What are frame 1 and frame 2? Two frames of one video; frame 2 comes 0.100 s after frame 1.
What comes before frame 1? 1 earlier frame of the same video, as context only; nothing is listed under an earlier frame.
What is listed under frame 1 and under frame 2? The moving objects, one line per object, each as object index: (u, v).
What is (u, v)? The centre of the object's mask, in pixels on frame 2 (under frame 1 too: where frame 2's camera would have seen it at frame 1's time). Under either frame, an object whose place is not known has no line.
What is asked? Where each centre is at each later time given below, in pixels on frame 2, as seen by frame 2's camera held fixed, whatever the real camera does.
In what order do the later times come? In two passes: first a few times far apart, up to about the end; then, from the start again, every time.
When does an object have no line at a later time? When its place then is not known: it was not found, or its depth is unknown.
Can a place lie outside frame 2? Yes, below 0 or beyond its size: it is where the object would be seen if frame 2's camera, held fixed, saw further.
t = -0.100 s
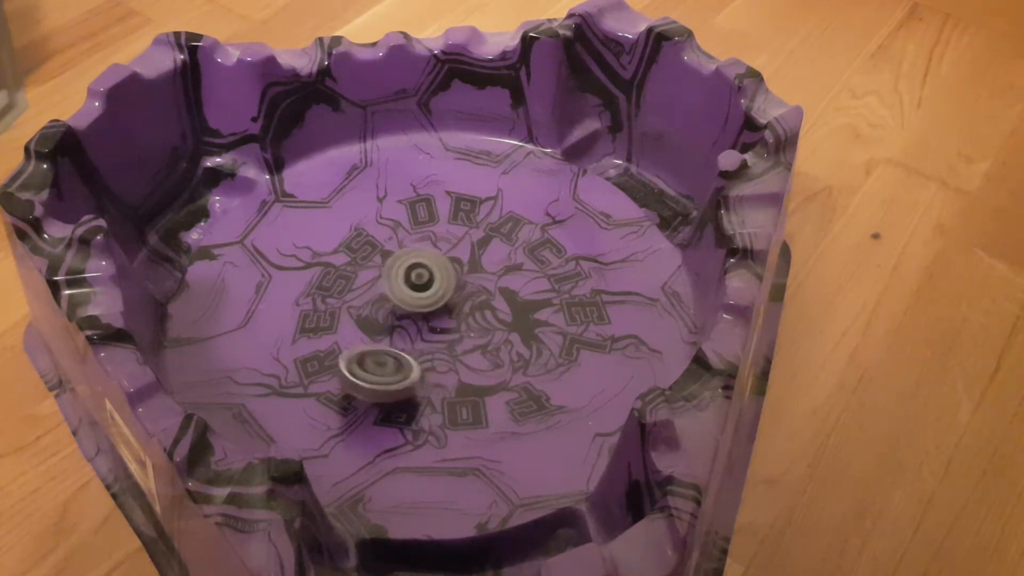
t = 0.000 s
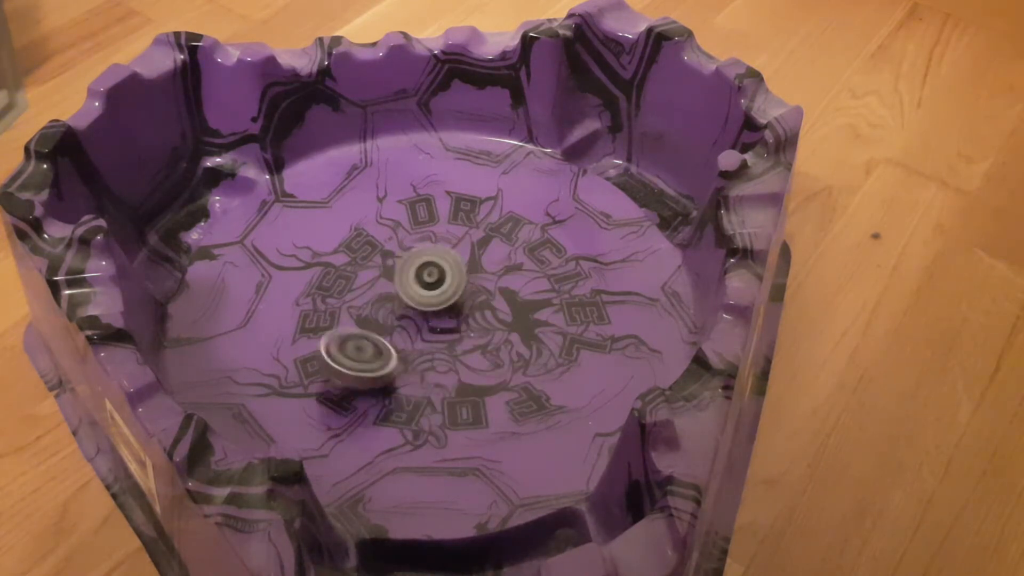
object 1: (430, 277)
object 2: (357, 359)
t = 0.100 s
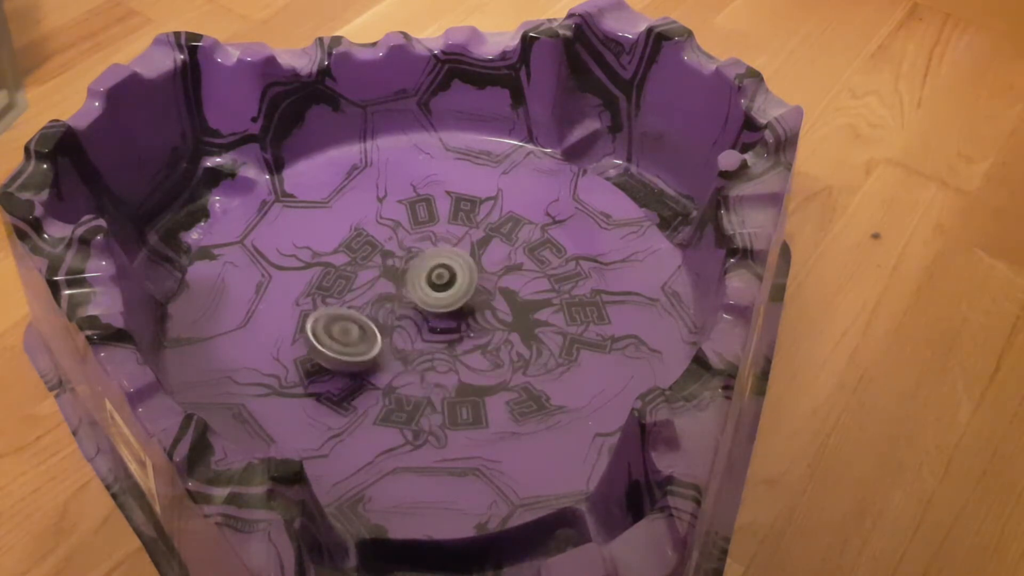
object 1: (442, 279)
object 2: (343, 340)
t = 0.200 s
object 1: (450, 285)
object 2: (336, 320)
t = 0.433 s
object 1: (452, 305)
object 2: (355, 270)
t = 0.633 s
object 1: (436, 318)
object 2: (394, 240)
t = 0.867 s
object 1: (410, 313)
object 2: (452, 230)
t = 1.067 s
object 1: (406, 296)
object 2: (499, 243)
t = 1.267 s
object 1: (420, 281)
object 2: (526, 271)
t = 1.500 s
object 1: (444, 282)
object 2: (517, 315)
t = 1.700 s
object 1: (453, 298)
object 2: (479, 349)
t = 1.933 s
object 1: (444, 310)
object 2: (415, 359)
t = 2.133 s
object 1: (425, 308)
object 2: (363, 340)
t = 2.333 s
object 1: (416, 296)
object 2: (343, 304)
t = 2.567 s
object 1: (425, 281)
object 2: (360, 259)
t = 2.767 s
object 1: (441, 280)
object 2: (397, 234)
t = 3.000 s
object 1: (449, 292)
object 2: (456, 230)
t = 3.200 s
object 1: (442, 305)
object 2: (500, 249)
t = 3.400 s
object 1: (425, 309)
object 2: (520, 285)
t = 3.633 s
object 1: (414, 297)
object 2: (501, 333)
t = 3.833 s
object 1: (419, 285)
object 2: (457, 360)
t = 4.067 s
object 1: (435, 282)
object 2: (391, 359)
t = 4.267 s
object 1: (443, 291)
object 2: (353, 332)
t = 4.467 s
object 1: (440, 303)
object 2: (347, 295)
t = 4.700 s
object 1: (423, 308)
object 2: (378, 253)
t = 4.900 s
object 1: (414, 299)
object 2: (422, 236)
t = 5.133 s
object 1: (420, 287)
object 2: (479, 245)
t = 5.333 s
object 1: (432, 285)
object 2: (510, 272)
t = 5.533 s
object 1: (439, 293)
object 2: (510, 312)
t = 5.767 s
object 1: (433, 307)
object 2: (473, 353)
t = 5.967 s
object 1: (423, 309)
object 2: (420, 362)
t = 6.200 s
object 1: (416, 300)
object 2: (364, 340)
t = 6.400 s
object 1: (422, 291)
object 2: (348, 304)
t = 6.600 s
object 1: (434, 291)
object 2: (368, 266)
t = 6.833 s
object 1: (441, 300)
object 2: (416, 241)
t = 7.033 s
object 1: (435, 308)
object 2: (464, 243)
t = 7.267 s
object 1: (424, 307)
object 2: (505, 272)
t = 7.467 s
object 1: (422, 297)
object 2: (508, 310)
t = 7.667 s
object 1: (429, 291)
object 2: (479, 346)
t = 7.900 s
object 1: (439, 294)
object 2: (419, 358)
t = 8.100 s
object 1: (438, 301)
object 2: (373, 340)
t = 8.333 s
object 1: (429, 306)
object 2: (358, 298)
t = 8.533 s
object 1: (424, 302)
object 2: (379, 262)
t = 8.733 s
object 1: (424, 295)
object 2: (421, 240)
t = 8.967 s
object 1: (433, 293)
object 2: (475, 248)
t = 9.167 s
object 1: (438, 298)
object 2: (502, 276)
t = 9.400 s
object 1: (432, 304)
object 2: (496, 321)
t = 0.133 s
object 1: (445, 280)
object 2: (340, 333)
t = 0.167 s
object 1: (448, 282)
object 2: (337, 326)
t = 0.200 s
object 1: (450, 285)
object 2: (336, 320)
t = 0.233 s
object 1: (452, 287)
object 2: (336, 312)
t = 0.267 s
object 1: (453, 290)
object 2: (337, 305)
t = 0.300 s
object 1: (453, 293)
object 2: (339, 298)
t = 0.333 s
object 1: (454, 297)
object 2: (343, 290)
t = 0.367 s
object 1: (454, 300)
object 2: (346, 283)
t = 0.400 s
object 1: (453, 302)
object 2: (350, 276)
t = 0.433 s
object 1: (452, 305)
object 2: (355, 270)
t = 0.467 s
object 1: (451, 309)
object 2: (360, 264)
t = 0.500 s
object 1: (449, 313)
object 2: (367, 258)
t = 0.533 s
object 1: (447, 314)
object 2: (373, 252)
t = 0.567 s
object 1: (443, 316)
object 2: (380, 248)
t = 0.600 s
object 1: (439, 317)
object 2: (386, 245)
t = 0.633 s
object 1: (436, 318)
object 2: (394, 240)
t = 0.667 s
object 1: (430, 319)
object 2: (402, 237)
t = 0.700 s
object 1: (428, 319)
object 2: (410, 235)
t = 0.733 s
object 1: (423, 319)
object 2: (418, 233)
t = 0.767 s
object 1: (420, 318)
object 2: (427, 231)
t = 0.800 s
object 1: (415, 316)
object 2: (435, 230)
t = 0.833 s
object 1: (412, 314)
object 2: (444, 230)
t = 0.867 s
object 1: (410, 313)
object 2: (452, 230)
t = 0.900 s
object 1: (408, 310)
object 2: (461, 231)
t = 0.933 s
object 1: (406, 307)
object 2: (469, 232)
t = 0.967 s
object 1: (405, 303)
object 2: (477, 234)
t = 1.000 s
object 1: (405, 301)
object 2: (485, 236)
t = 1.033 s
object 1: (405, 298)
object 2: (493, 240)
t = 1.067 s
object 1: (406, 296)
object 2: (499, 243)
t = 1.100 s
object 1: (408, 292)
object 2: (505, 247)
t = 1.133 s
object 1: (409, 289)
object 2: (511, 251)
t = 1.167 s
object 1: (412, 286)
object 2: (515, 254)
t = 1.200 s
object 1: (414, 284)
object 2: (520, 260)
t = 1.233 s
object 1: (417, 282)
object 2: (523, 265)
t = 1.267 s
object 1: (420, 281)
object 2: (526, 271)
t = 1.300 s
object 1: (423, 280)
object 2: (528, 276)
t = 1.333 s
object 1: (427, 279)
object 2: (528, 282)
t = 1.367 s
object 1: (431, 280)
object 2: (527, 289)
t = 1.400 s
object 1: (435, 280)
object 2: (526, 295)
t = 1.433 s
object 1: (439, 280)
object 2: (524, 301)
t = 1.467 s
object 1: (442, 281)
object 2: (521, 308)
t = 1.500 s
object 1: (444, 282)
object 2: (517, 315)
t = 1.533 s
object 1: (447, 284)
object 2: (513, 322)
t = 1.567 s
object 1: (449, 287)
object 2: (507, 328)
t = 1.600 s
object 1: (451, 289)
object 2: (500, 335)
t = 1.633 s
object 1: (453, 292)
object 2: (494, 340)
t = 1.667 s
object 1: (453, 295)
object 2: (486, 345)
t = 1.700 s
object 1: (453, 298)
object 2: (479, 349)
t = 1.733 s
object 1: (453, 301)
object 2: (472, 354)
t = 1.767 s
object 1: (453, 302)
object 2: (463, 357)
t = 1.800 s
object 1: (452, 303)
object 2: (454, 359)
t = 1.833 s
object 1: (451, 306)
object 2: (445, 361)
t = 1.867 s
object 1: (448, 308)
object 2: (435, 361)
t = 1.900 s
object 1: (446, 309)
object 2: (424, 361)
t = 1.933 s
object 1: (444, 310)
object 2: (415, 359)
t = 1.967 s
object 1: (441, 311)
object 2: (405, 358)
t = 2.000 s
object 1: (436, 312)
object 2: (394, 356)
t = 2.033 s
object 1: (433, 312)
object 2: (385, 353)
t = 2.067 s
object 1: (430, 311)
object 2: (378, 349)
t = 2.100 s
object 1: (428, 311)
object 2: (371, 345)
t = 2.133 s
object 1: (425, 308)
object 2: (363, 340)
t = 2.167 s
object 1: (422, 307)
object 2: (358, 335)
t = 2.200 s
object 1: (420, 305)
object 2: (353, 329)
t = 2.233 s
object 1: (419, 303)
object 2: (349, 323)
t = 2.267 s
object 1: (417, 301)
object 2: (346, 317)
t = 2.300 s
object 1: (416, 299)
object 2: (343, 311)
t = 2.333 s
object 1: (416, 296)
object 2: (343, 304)
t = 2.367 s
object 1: (416, 293)
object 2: (343, 298)
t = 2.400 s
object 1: (416, 290)
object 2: (343, 291)
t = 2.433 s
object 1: (417, 288)
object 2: (345, 284)
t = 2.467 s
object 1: (419, 286)
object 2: (348, 277)
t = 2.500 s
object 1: (421, 284)
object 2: (350, 270)
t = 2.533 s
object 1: (423, 282)
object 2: (355, 265)
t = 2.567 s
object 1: (425, 281)
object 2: (360, 259)
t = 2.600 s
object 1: (428, 280)
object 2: (364, 253)
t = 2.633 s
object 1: (430, 279)
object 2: (370, 249)
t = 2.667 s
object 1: (433, 279)
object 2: (377, 245)
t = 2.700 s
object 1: (435, 279)
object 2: (382, 241)
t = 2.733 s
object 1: (438, 279)
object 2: (389, 238)
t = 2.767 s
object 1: (441, 280)
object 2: (397, 234)
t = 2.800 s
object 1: (443, 281)
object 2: (405, 232)
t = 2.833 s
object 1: (445, 282)
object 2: (413, 229)
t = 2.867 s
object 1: (446, 283)
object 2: (422, 228)
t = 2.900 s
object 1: (447, 285)
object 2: (430, 228)
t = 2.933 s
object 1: (448, 287)
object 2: (439, 228)
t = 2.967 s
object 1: (449, 289)
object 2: (447, 229)
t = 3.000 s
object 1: (449, 292)
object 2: (456, 230)
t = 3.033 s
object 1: (449, 294)
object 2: (464, 232)
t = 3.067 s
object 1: (448, 297)
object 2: (472, 235)
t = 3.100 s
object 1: (447, 298)
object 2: (480, 238)
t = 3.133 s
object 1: (446, 302)
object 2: (488, 243)
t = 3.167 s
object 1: (444, 304)
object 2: (494, 246)
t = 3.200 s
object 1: (442, 305)
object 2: (500, 249)
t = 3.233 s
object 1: (441, 307)
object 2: (505, 255)
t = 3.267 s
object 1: (437, 308)
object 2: (510, 261)
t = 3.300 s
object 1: (433, 309)
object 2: (513, 266)
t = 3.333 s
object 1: (430, 309)
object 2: (517, 272)
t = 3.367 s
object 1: (427, 309)
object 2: (519, 279)
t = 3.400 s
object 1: (425, 309)
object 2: (520, 285)
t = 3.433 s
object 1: (423, 308)
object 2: (521, 292)
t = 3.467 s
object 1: (421, 307)
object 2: (519, 299)
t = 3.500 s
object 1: (418, 305)
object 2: (517, 305)
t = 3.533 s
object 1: (417, 304)
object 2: (515, 313)
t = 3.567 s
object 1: (416, 302)
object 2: (511, 319)
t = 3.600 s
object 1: (415, 300)
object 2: (507, 326)
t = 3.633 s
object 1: (414, 297)
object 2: (501, 333)
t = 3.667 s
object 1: (414, 295)
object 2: (495, 340)
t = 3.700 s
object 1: (414, 293)
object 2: (489, 345)
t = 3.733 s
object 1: (415, 290)
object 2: (482, 349)
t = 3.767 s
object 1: (416, 288)
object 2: (474, 354)
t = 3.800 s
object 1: (417, 286)
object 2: (466, 357)
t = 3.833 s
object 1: (419, 285)
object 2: (457, 360)
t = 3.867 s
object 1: (421, 283)
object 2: (448, 362)
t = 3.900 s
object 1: (423, 283)
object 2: (439, 363)
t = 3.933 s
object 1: (425, 282)
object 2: (429, 363)
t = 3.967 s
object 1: (427, 282)
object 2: (421, 363)
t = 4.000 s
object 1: (430, 281)
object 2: (411, 362)
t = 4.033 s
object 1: (433, 282)
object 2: (400, 361)
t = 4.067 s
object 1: (435, 282)
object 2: (391, 359)
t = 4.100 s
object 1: (437, 283)
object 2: (384, 355)
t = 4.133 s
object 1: (439, 284)
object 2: (377, 352)
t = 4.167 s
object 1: (441, 285)
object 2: (370, 348)
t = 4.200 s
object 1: (442, 287)
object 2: (365, 343)
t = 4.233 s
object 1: (443, 289)
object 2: (357, 337)
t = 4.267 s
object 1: (443, 291)
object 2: (353, 332)
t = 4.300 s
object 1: (444, 294)
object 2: (350, 326)
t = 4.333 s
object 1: (444, 296)
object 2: (347, 321)
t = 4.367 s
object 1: (443, 297)
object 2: (345, 315)
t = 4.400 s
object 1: (442, 299)
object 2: (345, 307)
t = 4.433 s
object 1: (441, 302)
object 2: (345, 301)
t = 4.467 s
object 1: (440, 303)
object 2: (347, 295)
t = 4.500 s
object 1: (438, 305)
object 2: (348, 287)
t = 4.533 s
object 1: (436, 306)
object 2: (352, 281)
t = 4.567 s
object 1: (433, 308)
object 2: (356, 275)
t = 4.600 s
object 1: (431, 308)
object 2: (361, 269)
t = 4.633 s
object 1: (428, 308)
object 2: (366, 263)
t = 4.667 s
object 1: (425, 308)
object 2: (372, 258)
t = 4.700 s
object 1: (423, 308)
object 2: (378, 253)
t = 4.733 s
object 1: (421, 307)
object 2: (385, 249)
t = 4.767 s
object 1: (418, 306)
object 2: (392, 245)
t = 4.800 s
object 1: (417, 305)
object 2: (399, 241)
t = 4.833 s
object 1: (416, 303)
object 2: (406, 239)
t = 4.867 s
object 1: (415, 301)
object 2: (414, 237)
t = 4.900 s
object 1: (414, 299)
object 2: (422, 236)
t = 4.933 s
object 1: (414, 297)
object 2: (431, 235)
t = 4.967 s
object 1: (414, 295)
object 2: (439, 235)
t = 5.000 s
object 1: (415, 293)
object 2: (447, 236)
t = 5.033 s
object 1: (416, 291)
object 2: (455, 238)
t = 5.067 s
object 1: (417, 290)
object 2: (463, 239)
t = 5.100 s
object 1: (418, 288)
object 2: (472, 242)
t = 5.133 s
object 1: (420, 287)
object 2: (479, 245)
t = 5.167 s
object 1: (422, 286)
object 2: (486, 249)
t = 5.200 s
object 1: (424, 285)
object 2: (492, 252)
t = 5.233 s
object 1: (425, 284)
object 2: (498, 257)
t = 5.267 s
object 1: (427, 284)
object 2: (502, 261)
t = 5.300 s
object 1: (429, 285)
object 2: (506, 265)
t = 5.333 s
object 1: (432, 285)
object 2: (510, 272)
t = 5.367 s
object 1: (433, 285)
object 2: (512, 278)
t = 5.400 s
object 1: (435, 287)
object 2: (514, 285)
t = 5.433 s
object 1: (436, 288)
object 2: (514, 292)
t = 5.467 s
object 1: (438, 289)
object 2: (514, 298)
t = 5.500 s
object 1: (439, 291)
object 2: (513, 305)
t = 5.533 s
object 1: (439, 293)
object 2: (510, 312)
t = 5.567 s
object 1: (440, 295)
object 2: (508, 319)
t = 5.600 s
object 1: (440, 297)
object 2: (504, 326)
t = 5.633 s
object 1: (440, 299)
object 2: (498, 333)
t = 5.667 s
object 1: (439, 301)
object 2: (493, 339)
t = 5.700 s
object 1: (437, 304)
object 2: (487, 344)
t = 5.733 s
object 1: (436, 305)
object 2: (480, 349)
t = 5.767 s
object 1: (433, 307)
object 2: (473, 353)
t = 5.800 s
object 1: (432, 309)
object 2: (464, 357)
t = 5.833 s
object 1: (430, 308)
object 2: (456, 359)
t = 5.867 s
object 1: (428, 308)
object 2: (447, 361)
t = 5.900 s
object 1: (427, 309)
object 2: (439, 362)
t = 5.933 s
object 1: (425, 309)
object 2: (429, 363)
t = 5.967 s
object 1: (423, 309)
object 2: (420, 362)
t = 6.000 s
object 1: (421, 308)
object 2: (411, 361)
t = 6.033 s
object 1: (420, 308)
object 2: (402, 360)
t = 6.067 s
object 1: (418, 306)
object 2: (392, 357)
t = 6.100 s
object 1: (417, 305)
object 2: (384, 354)
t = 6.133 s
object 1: (417, 304)
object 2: (378, 350)
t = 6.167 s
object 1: (416, 302)
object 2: (371, 346)
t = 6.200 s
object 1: (416, 300)
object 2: (364, 340)
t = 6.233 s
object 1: (417, 299)
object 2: (360, 335)
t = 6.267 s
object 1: (417, 297)
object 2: (356, 330)
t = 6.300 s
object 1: (418, 295)
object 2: (353, 324)
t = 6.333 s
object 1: (419, 294)
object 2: (350, 317)
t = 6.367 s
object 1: (421, 292)
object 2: (349, 311)
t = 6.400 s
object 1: (422, 291)
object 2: (348, 304)
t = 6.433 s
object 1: (424, 290)
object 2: (350, 297)
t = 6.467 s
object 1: (426, 290)
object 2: (351, 291)
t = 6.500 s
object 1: (429, 289)
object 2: (354, 284)
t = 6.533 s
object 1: (431, 290)
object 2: (359, 277)
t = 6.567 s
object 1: (432, 290)
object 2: (363, 271)
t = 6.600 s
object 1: (434, 291)
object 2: (368, 266)
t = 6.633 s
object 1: (436, 292)
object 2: (374, 261)
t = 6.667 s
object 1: (437, 293)
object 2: (380, 256)
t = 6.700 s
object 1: (438, 294)
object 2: (386, 252)
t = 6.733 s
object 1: (439, 295)
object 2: (393, 249)
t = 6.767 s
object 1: (440, 297)
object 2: (401, 246)
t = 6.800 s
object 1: (441, 299)
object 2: (408, 244)
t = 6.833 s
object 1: (441, 300)
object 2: (416, 241)
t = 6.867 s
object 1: (440, 302)
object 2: (423, 240)
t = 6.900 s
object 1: (440, 304)
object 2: (432, 239)
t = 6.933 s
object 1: (439, 305)
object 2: (440, 239)
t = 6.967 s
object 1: (437, 306)
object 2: (448, 241)
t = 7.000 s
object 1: (436, 307)
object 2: (456, 242)
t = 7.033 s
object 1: (435, 308)
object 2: (464, 243)
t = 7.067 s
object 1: (433, 309)
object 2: (471, 246)
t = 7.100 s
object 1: (431, 310)
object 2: (479, 249)
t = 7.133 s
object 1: (430, 310)
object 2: (485, 254)
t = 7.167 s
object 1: (429, 309)
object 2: (491, 257)
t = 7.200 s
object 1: (427, 309)
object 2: (496, 262)
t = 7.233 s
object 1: (425, 308)
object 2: (501, 267)
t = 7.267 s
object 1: (424, 307)
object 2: (505, 272)
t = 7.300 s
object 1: (423, 306)
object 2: (506, 277)
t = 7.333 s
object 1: (422, 305)
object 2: (510, 284)
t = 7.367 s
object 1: (421, 303)
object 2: (510, 291)
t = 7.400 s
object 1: (422, 301)
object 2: (510, 297)
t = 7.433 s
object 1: (422, 299)
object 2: (509, 303)
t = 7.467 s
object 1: (422, 297)
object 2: (508, 310)
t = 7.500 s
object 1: (423, 296)
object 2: (504, 318)
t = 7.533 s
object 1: (424, 295)
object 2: (501, 325)
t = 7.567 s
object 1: (425, 293)
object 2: (494, 332)
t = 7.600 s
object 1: (426, 292)
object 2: (490, 337)
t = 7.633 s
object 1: (428, 292)
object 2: (485, 342)
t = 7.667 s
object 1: (429, 291)
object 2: (479, 346)
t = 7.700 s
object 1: (431, 290)
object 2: (471, 351)
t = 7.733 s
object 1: (432, 291)
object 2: (464, 354)
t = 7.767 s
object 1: (434, 291)
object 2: (454, 356)
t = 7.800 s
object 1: (435, 291)
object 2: (446, 358)
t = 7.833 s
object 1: (436, 292)
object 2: (437, 359)
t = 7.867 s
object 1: (438, 293)
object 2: (429, 359)
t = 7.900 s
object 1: (439, 294)
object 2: (419, 358)
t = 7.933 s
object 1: (439, 295)
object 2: (411, 357)
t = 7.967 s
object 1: (439, 296)
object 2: (402, 355)
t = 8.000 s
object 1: (440, 297)
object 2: (392, 352)
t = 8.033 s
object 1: (440, 299)
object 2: (386, 349)
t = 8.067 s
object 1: (440, 299)
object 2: (379, 344)
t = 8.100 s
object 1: (438, 301)
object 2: (373, 340)
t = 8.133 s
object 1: (438, 302)
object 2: (369, 336)
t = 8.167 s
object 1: (436, 305)
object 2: (365, 331)
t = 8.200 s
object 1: (435, 305)
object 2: (361, 326)
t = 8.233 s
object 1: (433, 306)
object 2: (359, 318)
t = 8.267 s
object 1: (432, 306)
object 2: (357, 312)
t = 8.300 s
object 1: (431, 306)
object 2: (357, 306)
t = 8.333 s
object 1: (429, 306)
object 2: (358, 298)
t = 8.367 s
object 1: (428, 306)
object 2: (359, 292)
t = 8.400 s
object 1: (427, 306)
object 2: (362, 286)
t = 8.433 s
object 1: (426, 305)
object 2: (365, 279)
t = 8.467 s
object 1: (426, 304)
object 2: (369, 274)
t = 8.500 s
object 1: (425, 304)
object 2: (375, 267)
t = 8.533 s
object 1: (424, 302)
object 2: (379, 262)
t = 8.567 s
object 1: (422, 300)
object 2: (385, 256)
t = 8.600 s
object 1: (423, 300)
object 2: (392, 252)
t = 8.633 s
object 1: (423, 298)
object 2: (398, 248)
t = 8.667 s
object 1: (423, 297)
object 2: (406, 244)
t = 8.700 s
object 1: (424, 296)
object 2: (413, 243)
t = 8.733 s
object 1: (424, 295)
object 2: (421, 240)
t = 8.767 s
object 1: (425, 294)
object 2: (428, 240)
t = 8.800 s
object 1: (426, 293)
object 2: (436, 239)
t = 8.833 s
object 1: (428, 294)
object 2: (445, 240)
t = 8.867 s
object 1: (429, 293)
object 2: (452, 241)
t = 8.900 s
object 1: (430, 292)
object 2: (460, 243)
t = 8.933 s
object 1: (432, 293)
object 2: (468, 245)
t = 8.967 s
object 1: (433, 293)
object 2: (475, 248)
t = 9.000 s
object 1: (434, 294)
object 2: (481, 252)
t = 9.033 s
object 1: (435, 294)
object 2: (487, 255)
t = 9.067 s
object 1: (436, 295)
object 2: (491, 259)
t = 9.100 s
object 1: (437, 296)
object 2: (496, 264)
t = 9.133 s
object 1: (437, 296)
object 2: (499, 269)
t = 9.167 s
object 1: (438, 298)
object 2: (502, 276)
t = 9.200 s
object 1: (438, 299)
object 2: (504, 282)
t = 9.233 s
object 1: (439, 301)
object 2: (506, 289)
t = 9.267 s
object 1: (439, 302)
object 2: (506, 295)
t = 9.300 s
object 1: (436, 302)
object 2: (504, 301)
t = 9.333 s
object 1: (436, 303)
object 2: (503, 308)
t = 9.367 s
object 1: (435, 303)
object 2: (500, 314)
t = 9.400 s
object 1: (432, 304)
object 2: (496, 321)
